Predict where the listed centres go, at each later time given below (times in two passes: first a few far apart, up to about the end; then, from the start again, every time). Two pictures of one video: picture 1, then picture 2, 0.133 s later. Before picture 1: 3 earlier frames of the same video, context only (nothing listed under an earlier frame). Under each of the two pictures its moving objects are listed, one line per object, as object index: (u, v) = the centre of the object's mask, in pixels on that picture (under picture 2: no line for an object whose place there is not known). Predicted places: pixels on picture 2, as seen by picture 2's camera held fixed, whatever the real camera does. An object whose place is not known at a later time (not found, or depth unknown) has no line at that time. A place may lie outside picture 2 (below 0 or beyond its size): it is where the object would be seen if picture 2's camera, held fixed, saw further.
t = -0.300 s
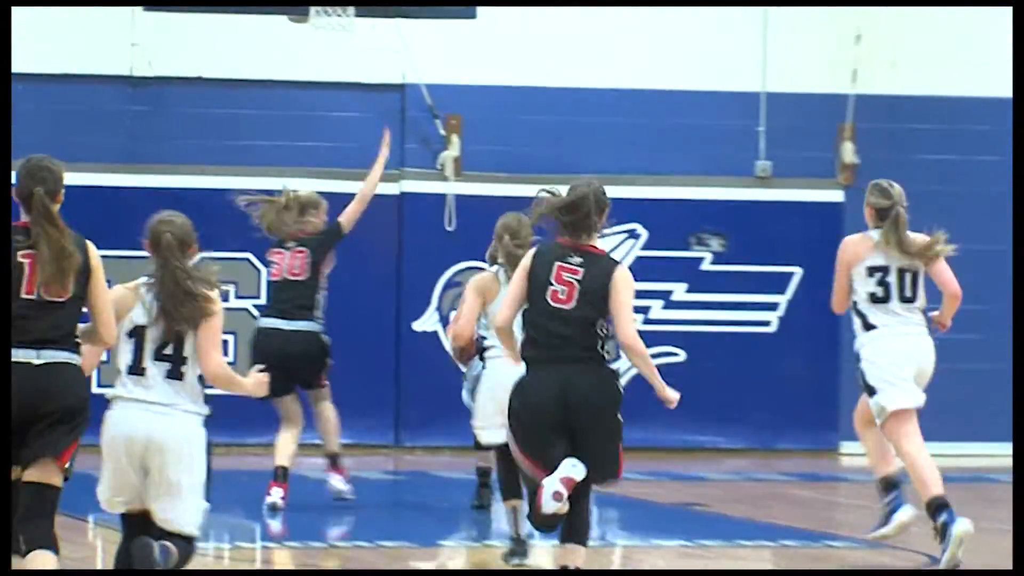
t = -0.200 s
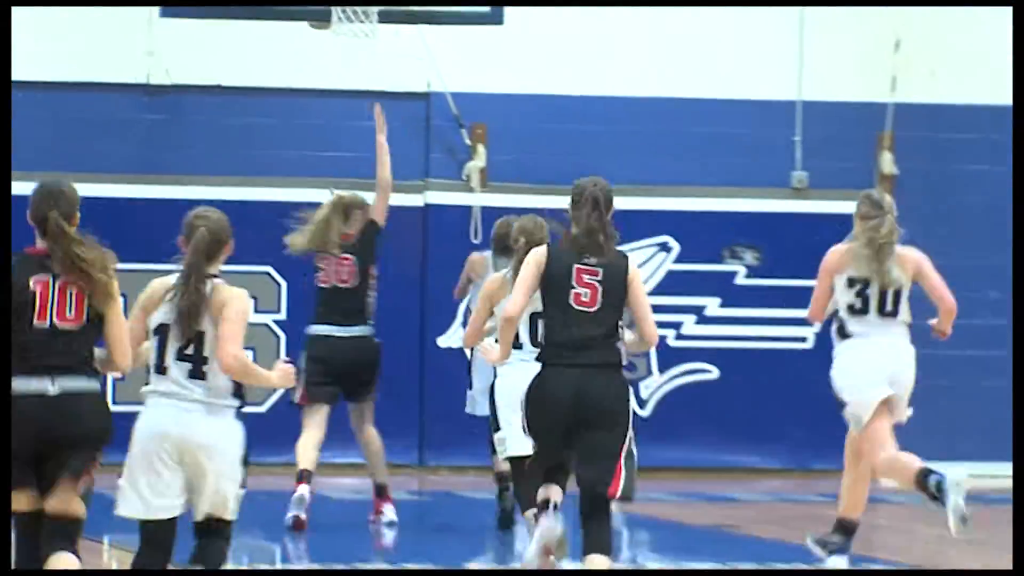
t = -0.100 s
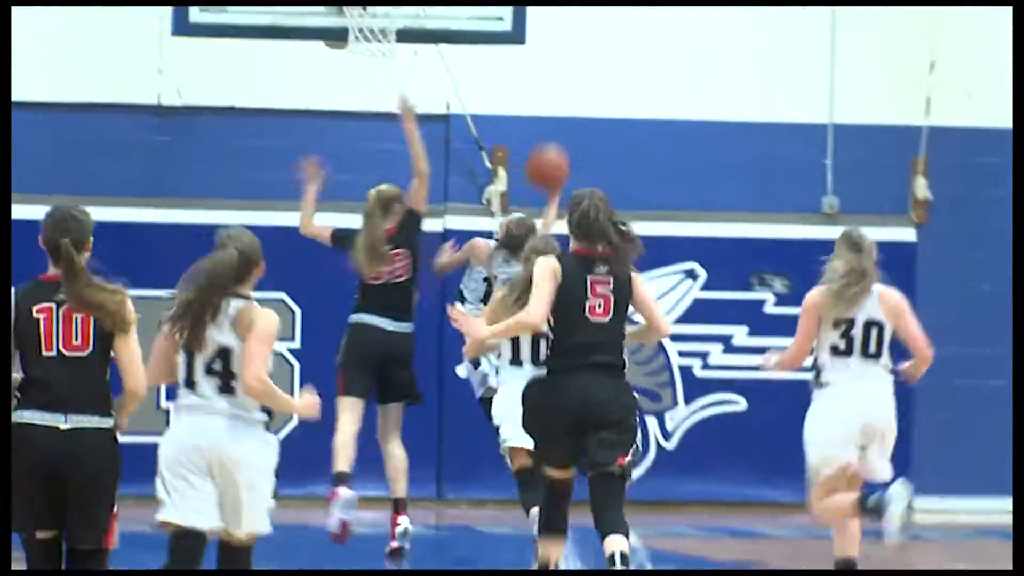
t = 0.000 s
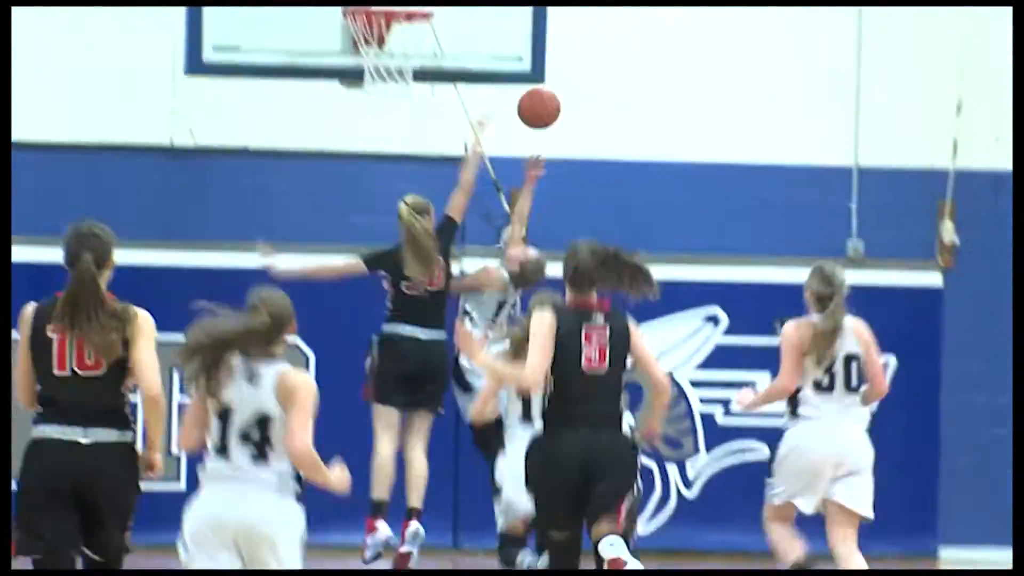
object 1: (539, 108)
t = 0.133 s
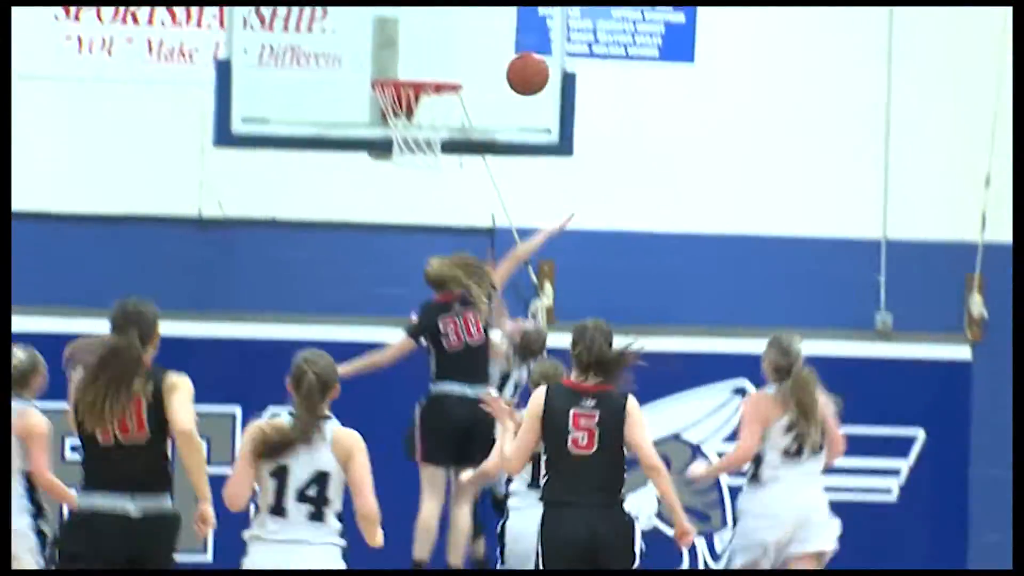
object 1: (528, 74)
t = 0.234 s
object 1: (498, 17)
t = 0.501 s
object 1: (473, -5)
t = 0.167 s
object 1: (518, 53)
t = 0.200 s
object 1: (508, 34)
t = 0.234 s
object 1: (498, 17)
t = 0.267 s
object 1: (490, 4)
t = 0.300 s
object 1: (488, -4)
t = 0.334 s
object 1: (485, -9)
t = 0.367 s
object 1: (483, -13)
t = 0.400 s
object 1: (480, -14)
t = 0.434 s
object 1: (479, -13)
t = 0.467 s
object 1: (476, -10)
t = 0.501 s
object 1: (473, -5)
